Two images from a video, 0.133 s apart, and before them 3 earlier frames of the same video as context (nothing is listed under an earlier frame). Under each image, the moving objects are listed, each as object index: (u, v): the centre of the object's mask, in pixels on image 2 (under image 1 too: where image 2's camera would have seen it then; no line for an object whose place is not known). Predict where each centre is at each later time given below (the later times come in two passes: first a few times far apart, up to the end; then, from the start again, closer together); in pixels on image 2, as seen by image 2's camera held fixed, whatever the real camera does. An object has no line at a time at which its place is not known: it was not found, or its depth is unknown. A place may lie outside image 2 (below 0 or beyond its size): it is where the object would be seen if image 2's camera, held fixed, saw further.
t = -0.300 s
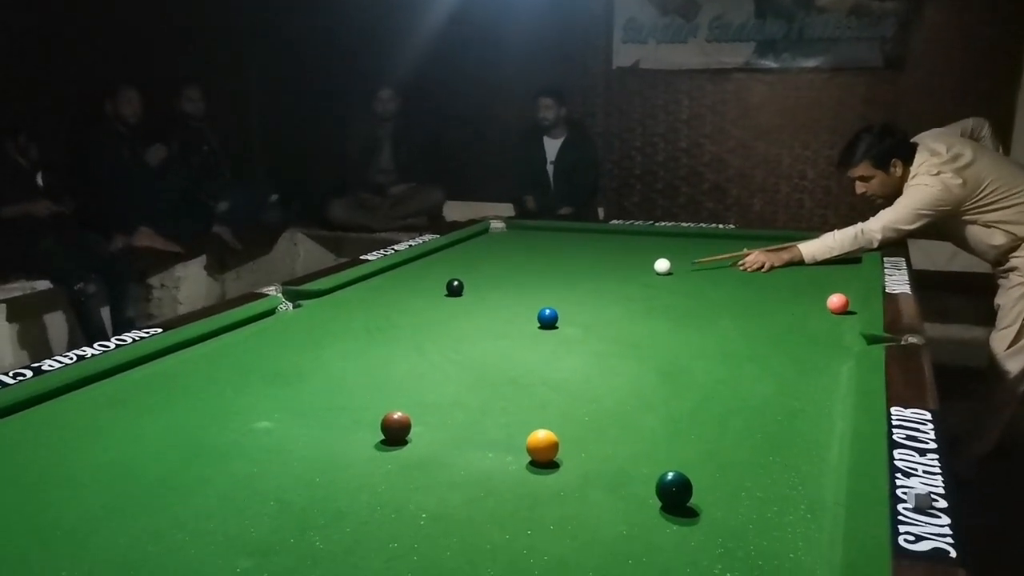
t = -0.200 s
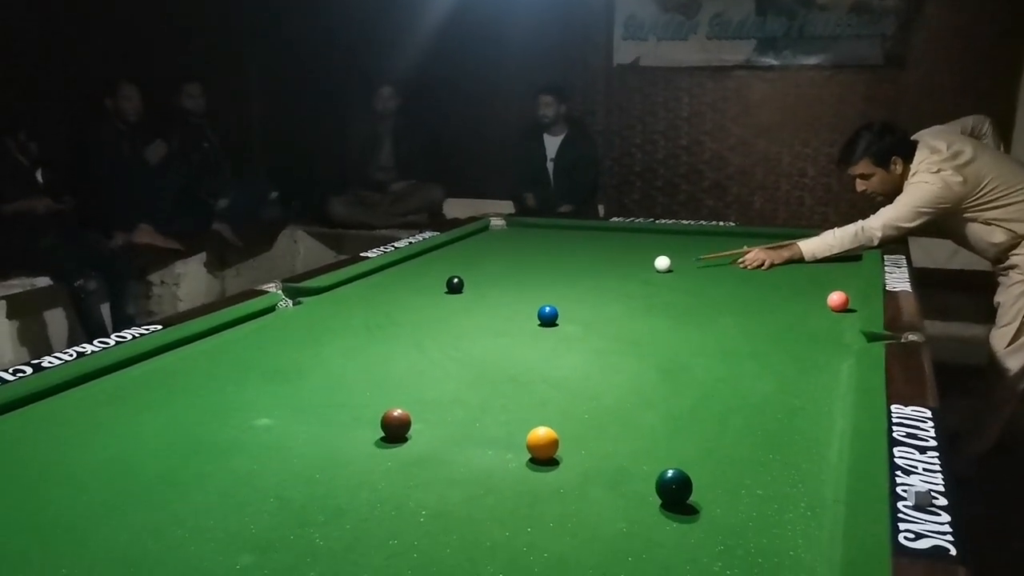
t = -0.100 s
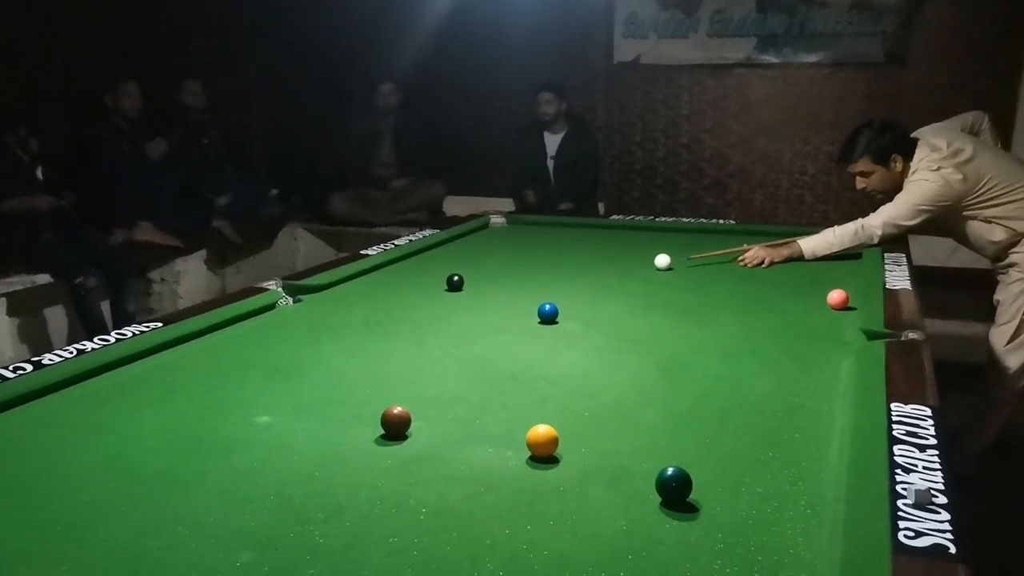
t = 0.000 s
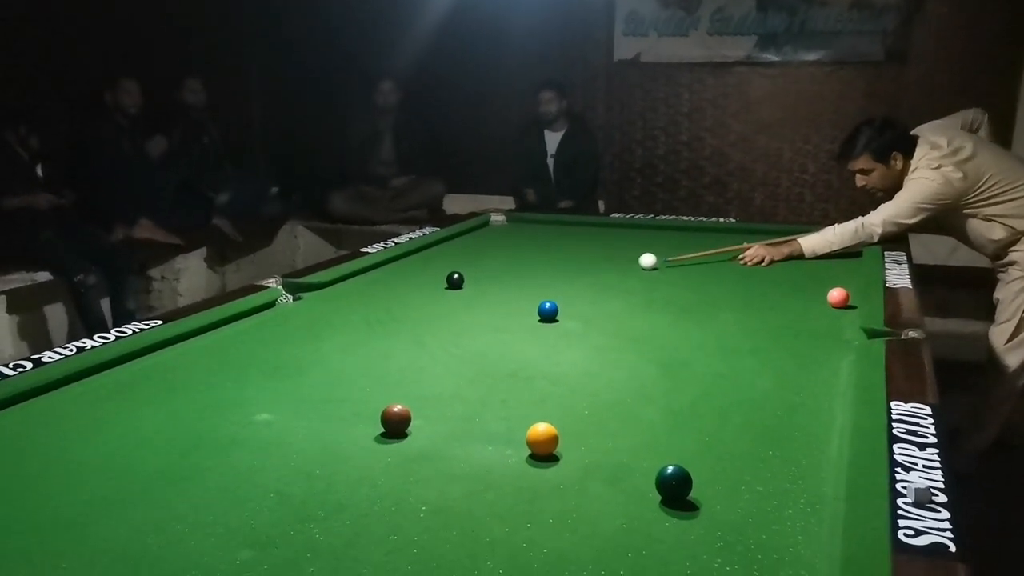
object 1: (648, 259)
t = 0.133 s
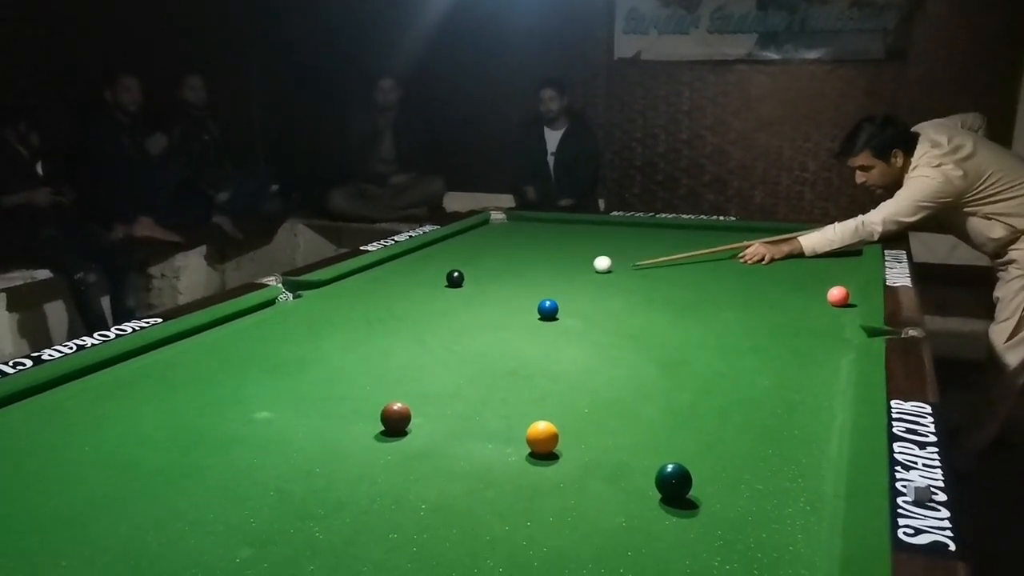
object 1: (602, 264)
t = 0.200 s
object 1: (587, 266)
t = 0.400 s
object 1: (525, 272)
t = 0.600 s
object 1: (473, 277)
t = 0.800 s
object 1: (461, 281)
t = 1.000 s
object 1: (449, 284)
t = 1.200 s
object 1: (438, 287)
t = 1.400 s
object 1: (429, 289)
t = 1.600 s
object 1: (419, 291)
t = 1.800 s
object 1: (411, 293)
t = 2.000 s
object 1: (405, 295)
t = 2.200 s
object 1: (400, 296)
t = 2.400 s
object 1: (398, 296)
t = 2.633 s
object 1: (396, 297)
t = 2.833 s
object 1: (396, 297)
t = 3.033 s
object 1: (396, 297)
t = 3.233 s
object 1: (396, 296)
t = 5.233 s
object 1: (396, 296)
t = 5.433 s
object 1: (396, 296)
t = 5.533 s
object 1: (396, 296)
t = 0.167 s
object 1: (597, 265)
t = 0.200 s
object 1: (587, 266)
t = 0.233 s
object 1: (577, 267)
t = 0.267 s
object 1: (567, 268)
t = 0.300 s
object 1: (557, 269)
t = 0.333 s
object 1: (546, 270)
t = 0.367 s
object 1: (536, 271)
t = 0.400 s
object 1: (525, 272)
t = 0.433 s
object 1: (515, 273)
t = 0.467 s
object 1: (505, 274)
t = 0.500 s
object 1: (494, 275)
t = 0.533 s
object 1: (483, 276)
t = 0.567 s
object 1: (473, 277)
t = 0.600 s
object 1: (473, 277)
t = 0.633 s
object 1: (472, 278)
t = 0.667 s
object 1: (470, 279)
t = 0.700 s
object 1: (468, 279)
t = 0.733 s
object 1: (466, 280)
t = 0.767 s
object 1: (464, 280)
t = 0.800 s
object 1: (461, 281)
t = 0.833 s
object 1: (459, 281)
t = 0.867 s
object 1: (457, 282)
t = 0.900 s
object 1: (455, 283)
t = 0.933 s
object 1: (453, 283)
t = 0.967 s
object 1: (451, 284)
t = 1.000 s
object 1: (449, 284)
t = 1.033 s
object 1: (447, 285)
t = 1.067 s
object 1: (445, 285)
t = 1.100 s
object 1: (444, 286)
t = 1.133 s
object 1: (442, 286)
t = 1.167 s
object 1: (440, 287)
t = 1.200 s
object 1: (438, 287)
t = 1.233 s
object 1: (437, 287)
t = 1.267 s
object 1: (436, 288)
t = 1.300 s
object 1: (434, 288)
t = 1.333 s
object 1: (432, 288)
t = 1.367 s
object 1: (430, 289)
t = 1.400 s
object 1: (429, 289)
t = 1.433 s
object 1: (427, 290)
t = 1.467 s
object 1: (425, 290)
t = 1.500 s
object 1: (424, 290)
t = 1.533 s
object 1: (422, 291)
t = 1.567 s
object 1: (421, 291)
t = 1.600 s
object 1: (419, 291)
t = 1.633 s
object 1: (418, 292)
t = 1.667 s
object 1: (416, 292)
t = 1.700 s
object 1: (415, 292)
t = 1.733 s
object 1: (414, 293)
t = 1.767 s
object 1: (413, 293)
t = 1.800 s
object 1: (411, 293)
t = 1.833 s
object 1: (410, 294)
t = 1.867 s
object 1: (409, 294)
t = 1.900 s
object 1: (408, 294)
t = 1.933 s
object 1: (407, 294)
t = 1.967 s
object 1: (406, 295)
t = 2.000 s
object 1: (405, 295)
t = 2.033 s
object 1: (404, 295)
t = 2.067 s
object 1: (403, 295)
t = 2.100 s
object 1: (402, 295)
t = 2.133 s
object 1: (402, 296)
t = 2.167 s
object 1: (401, 296)
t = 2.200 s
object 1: (400, 296)
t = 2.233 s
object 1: (400, 295)
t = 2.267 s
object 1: (399, 296)
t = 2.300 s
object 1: (399, 296)
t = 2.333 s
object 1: (398, 296)
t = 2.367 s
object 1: (398, 296)
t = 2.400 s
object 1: (398, 296)
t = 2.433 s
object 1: (397, 296)
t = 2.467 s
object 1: (397, 296)
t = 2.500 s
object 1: (397, 296)
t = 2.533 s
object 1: (396, 297)
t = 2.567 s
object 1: (396, 297)
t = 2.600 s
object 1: (396, 297)
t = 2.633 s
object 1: (396, 297)
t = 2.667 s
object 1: (396, 297)
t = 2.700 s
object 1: (396, 297)
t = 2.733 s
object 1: (396, 297)
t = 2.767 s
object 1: (396, 297)
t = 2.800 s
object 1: (396, 297)
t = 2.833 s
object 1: (396, 297)
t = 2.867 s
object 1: (396, 297)
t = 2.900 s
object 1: (396, 297)
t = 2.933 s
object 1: (396, 297)
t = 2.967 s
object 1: (396, 297)
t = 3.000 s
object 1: (396, 297)
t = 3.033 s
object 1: (396, 297)
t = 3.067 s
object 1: (396, 297)
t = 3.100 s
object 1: (396, 296)
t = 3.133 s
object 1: (396, 296)
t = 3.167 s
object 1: (396, 296)
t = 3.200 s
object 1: (396, 296)
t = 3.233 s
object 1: (396, 296)
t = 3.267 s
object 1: (397, 296)
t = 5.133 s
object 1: (396, 296)
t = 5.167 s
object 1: (396, 296)
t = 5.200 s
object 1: (396, 296)
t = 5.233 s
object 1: (396, 296)
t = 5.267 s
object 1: (396, 296)
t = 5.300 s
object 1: (396, 296)
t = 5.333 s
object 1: (396, 296)
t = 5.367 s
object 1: (396, 296)
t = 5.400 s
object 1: (396, 296)
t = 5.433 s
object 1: (396, 296)
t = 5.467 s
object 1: (396, 296)
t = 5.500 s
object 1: (396, 296)
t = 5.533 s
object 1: (396, 296)
